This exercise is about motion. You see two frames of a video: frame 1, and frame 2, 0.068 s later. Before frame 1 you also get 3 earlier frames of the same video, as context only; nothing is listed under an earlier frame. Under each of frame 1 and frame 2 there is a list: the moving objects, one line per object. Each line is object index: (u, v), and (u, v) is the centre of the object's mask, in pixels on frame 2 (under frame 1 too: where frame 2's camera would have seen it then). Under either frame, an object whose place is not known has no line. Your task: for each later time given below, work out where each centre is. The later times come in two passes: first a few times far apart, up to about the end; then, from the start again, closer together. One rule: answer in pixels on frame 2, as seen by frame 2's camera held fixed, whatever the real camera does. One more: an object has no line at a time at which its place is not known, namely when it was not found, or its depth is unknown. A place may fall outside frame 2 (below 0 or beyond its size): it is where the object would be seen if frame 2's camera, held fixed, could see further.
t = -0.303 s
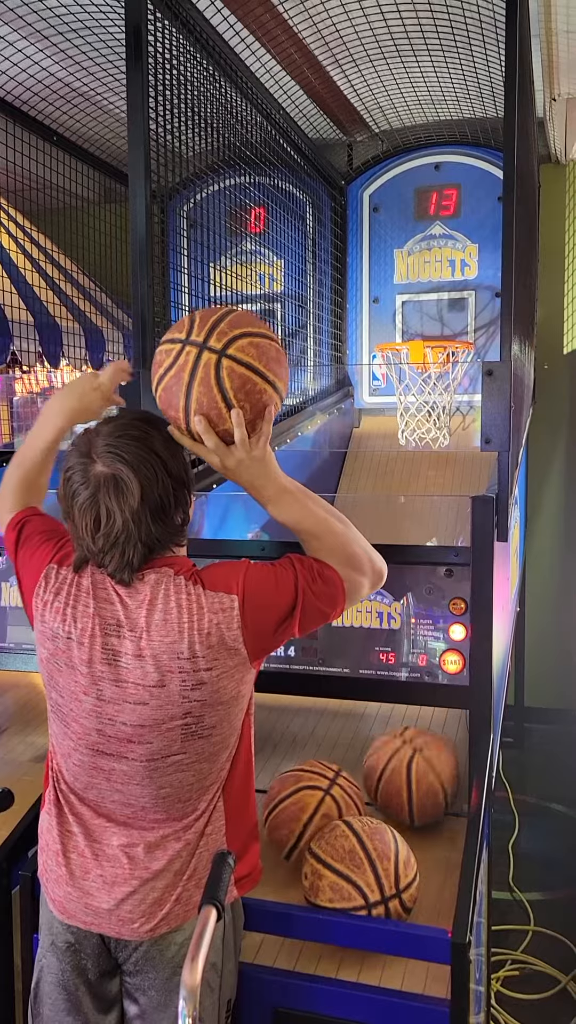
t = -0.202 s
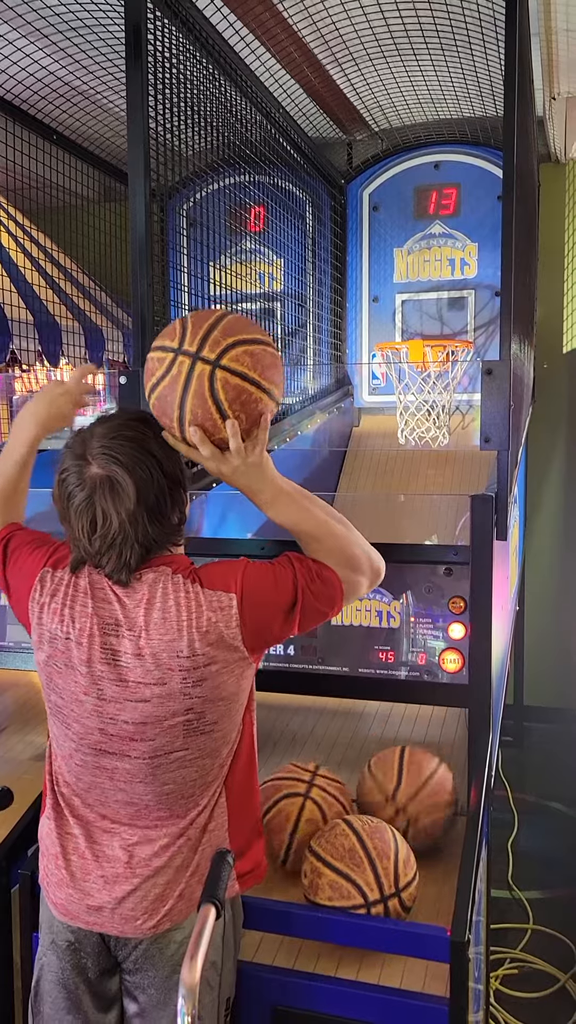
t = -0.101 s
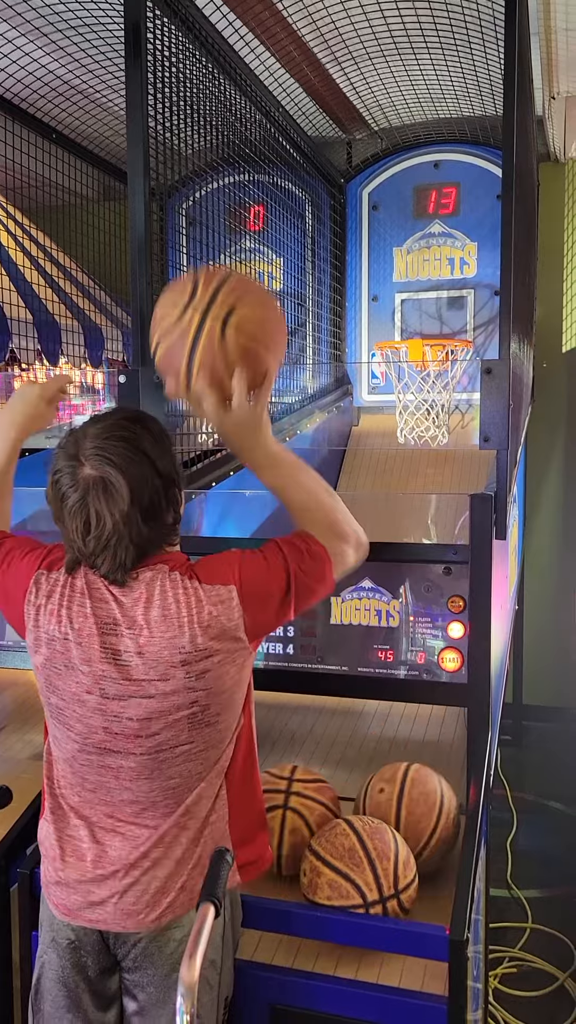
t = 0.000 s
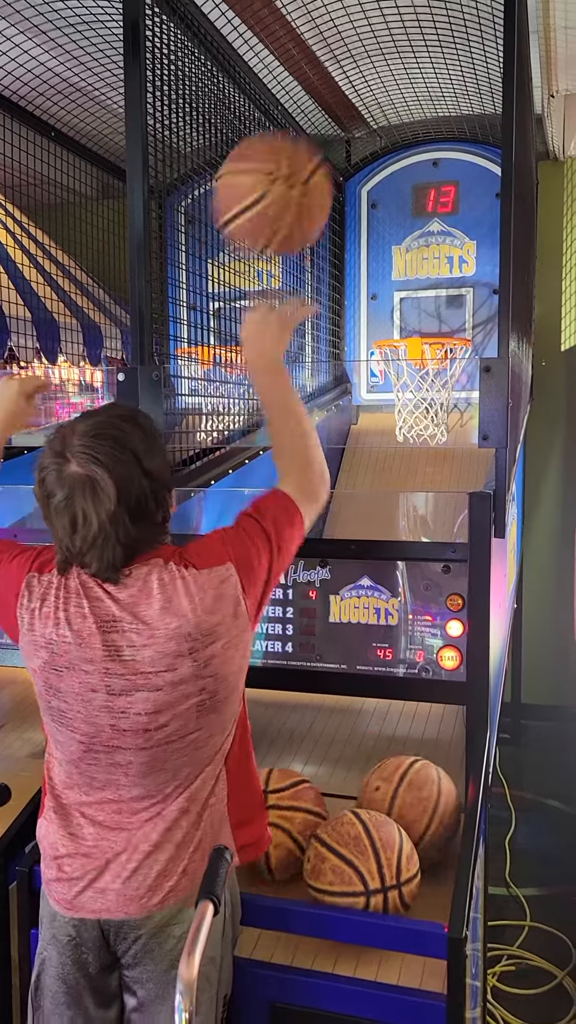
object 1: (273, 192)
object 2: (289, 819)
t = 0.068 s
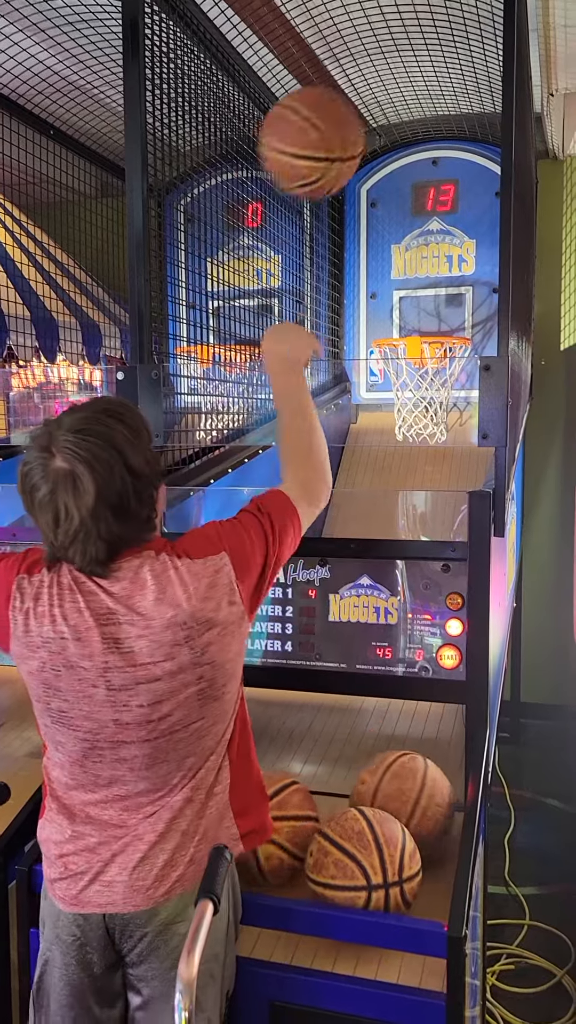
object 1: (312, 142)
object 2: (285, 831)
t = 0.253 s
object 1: (380, 137)
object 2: (271, 845)
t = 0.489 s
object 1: (426, 261)
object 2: (261, 853)
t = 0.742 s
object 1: (403, 230)
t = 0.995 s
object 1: (339, 187)
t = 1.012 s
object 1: (336, 189)
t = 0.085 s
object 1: (319, 136)
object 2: (285, 834)
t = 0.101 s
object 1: (327, 130)
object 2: (283, 836)
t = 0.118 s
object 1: (334, 126)
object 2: (283, 837)
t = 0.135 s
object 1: (341, 124)
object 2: (282, 840)
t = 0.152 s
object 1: (347, 123)
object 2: (280, 841)
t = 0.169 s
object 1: (353, 123)
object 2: (280, 842)
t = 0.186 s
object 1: (359, 123)
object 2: (277, 843)
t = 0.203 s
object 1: (365, 126)
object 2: (276, 843)
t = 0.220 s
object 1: (370, 129)
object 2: (274, 843)
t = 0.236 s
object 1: (375, 133)
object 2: (273, 843)
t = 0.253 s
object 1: (380, 137)
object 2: (271, 845)
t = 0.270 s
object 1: (384, 143)
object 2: (269, 849)
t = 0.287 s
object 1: (389, 150)
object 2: (267, 850)
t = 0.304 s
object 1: (394, 156)
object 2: (266, 853)
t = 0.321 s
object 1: (398, 161)
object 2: (264, 856)
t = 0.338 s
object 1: (401, 172)
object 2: (263, 856)
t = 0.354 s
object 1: (404, 180)
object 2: (263, 856)
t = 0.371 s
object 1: (408, 189)
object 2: (263, 856)
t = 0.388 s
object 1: (410, 198)
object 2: (262, 855)
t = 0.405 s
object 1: (413, 208)
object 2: (263, 854)
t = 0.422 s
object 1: (415, 217)
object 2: (262, 853)
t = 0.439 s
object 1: (418, 229)
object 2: (262, 853)
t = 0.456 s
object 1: (421, 239)
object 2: (261, 853)
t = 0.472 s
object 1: (424, 250)
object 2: (261, 853)
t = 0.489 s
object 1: (426, 261)
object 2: (261, 853)
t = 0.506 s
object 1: (428, 272)
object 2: (261, 852)
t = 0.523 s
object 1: (432, 287)
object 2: (260, 853)
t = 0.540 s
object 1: (434, 297)
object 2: (260, 853)
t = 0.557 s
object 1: (434, 308)
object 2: (259, 852)
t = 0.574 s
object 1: (437, 317)
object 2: (259, 852)
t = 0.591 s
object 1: (440, 316)
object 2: (259, 853)
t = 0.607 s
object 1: (433, 313)
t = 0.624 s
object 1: (430, 299)
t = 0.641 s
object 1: (427, 289)
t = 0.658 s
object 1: (423, 278)
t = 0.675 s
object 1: (420, 266)
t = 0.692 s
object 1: (415, 256)
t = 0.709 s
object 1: (411, 248)
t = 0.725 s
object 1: (407, 238)
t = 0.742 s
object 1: (403, 230)
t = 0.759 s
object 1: (399, 222)
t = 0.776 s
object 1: (395, 216)
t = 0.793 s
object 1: (392, 210)
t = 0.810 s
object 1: (387, 204)
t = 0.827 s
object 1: (384, 198)
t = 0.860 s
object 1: (375, 190)
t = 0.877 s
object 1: (371, 188)
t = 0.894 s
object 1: (366, 185)
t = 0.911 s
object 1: (362, 184)
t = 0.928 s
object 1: (357, 183)
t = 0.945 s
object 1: (352, 183)
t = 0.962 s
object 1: (348, 184)
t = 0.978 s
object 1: (344, 186)
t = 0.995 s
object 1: (339, 187)
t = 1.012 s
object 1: (336, 189)
